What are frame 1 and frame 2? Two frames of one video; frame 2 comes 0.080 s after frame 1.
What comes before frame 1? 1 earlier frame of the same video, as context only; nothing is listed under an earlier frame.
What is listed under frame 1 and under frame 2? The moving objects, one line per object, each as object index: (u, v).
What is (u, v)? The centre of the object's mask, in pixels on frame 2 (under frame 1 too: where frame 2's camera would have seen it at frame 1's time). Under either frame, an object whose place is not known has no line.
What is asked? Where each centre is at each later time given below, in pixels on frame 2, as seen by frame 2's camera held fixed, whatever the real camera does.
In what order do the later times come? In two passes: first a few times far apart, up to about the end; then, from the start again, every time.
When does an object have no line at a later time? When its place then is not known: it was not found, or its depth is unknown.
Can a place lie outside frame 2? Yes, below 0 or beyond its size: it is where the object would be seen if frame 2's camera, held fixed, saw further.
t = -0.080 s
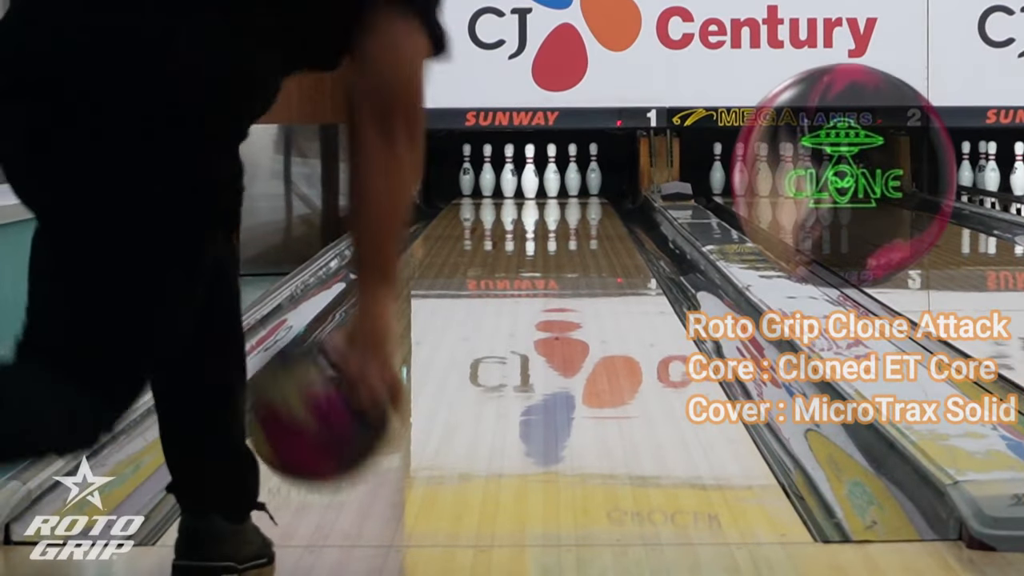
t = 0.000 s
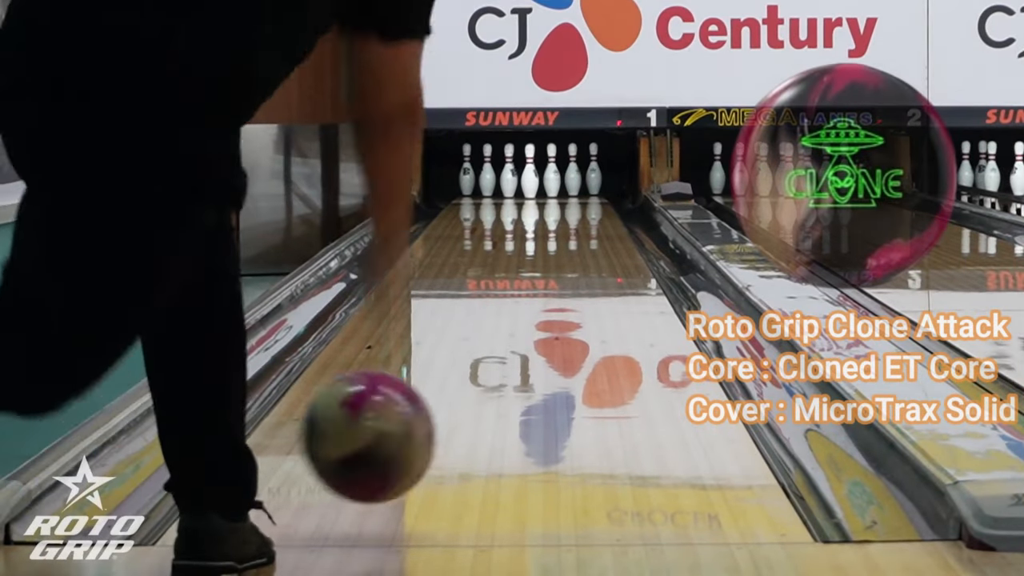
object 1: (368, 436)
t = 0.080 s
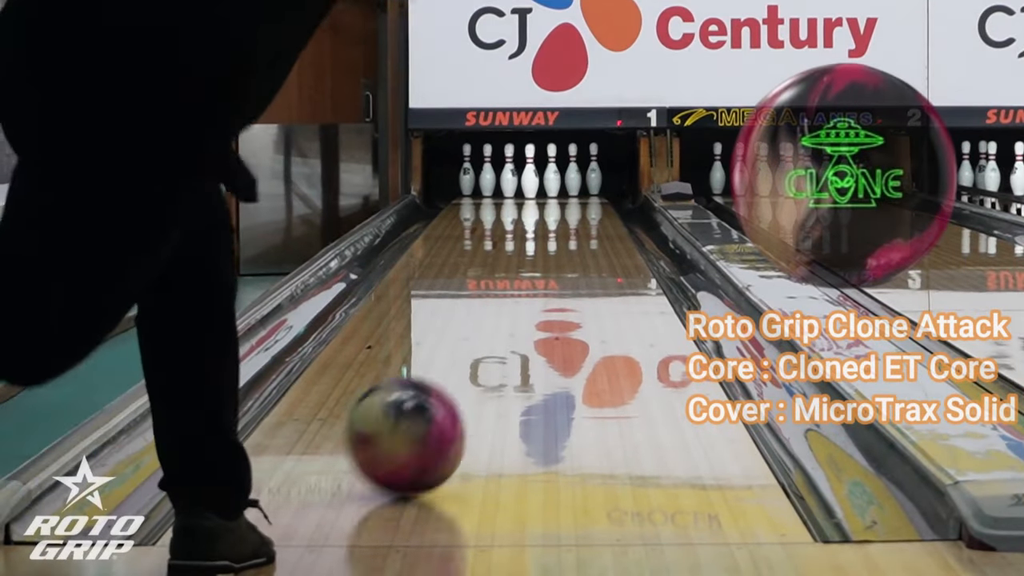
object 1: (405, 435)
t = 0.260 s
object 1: (466, 374)
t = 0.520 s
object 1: (520, 316)
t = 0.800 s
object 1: (557, 276)
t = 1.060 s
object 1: (580, 249)
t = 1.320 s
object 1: (594, 229)
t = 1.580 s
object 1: (602, 216)
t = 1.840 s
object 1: (602, 204)
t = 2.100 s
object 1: (591, 195)
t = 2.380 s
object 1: (564, 188)
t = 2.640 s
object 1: (543, 183)
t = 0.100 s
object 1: (413, 426)
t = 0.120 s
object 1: (421, 420)
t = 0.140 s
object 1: (428, 412)
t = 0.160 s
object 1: (435, 405)
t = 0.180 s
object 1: (442, 398)
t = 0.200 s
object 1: (448, 392)
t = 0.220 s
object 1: (454, 386)
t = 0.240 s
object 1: (461, 380)
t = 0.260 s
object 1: (466, 374)
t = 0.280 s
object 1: (471, 368)
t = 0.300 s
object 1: (476, 363)
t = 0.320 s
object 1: (481, 358)
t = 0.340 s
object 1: (485, 353)
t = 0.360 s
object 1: (490, 348)
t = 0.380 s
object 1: (494, 344)
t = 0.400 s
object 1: (498, 339)
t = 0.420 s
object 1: (502, 335)
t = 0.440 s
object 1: (506, 331)
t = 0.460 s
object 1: (509, 327)
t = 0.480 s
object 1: (513, 323)
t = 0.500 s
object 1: (516, 319)
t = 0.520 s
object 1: (520, 316)
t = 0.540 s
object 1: (524, 312)
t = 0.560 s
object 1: (527, 308)
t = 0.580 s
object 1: (530, 305)
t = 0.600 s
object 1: (533, 302)
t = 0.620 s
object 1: (535, 299)
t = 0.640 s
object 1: (538, 296)
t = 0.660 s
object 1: (541, 294)
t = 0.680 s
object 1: (543, 291)
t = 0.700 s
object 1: (546, 288)
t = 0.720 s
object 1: (548, 286)
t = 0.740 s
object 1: (550, 283)
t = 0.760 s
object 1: (552, 281)
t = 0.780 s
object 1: (555, 278)
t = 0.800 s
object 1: (557, 276)
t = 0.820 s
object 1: (559, 273)
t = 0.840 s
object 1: (561, 271)
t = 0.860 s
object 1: (562, 269)
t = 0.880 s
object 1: (564, 266)
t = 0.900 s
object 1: (566, 265)
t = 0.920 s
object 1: (568, 263)
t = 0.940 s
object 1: (570, 261)
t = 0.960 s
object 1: (572, 258)
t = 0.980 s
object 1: (573, 256)
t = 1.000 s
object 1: (575, 255)
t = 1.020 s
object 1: (577, 253)
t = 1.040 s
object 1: (578, 251)
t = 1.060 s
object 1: (580, 249)
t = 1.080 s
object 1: (581, 248)
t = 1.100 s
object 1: (582, 246)
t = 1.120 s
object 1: (584, 244)
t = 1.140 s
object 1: (585, 243)
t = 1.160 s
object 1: (586, 241)
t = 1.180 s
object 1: (587, 240)
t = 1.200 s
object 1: (589, 238)
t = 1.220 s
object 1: (590, 237)
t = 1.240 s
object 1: (590, 235)
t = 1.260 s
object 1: (591, 234)
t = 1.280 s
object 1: (593, 232)
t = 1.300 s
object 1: (593, 231)
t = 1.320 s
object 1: (594, 229)
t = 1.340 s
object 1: (595, 229)
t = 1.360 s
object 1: (596, 228)
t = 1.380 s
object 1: (596, 226)
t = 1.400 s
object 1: (597, 225)
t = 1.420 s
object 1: (599, 223)
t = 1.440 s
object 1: (599, 223)
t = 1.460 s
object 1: (600, 221)
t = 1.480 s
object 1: (600, 220)
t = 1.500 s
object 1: (600, 220)
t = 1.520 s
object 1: (601, 218)
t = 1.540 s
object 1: (602, 217)
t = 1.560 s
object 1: (602, 216)
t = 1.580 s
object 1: (602, 216)
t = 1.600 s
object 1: (603, 215)
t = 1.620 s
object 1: (603, 214)
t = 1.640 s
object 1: (603, 213)
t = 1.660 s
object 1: (603, 212)
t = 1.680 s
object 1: (603, 211)
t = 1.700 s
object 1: (603, 210)
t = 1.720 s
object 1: (603, 209)
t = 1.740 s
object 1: (603, 209)
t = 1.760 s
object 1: (603, 207)
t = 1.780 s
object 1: (603, 207)
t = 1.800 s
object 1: (603, 206)
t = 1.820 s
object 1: (603, 205)
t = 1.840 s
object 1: (602, 204)
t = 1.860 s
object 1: (601, 203)
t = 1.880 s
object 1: (601, 203)
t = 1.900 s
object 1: (601, 201)
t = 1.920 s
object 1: (600, 201)
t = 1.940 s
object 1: (599, 200)
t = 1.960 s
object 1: (599, 200)
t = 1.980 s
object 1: (598, 199)
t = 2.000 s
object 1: (597, 198)
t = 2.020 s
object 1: (596, 198)
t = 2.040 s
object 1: (595, 197)
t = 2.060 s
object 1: (594, 196)
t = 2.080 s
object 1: (593, 196)
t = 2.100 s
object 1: (591, 195)
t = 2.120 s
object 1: (590, 195)
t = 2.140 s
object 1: (588, 194)
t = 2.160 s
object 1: (587, 193)
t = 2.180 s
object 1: (585, 193)
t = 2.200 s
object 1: (582, 192)
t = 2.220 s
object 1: (581, 192)
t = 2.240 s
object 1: (579, 191)
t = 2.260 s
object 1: (577, 191)
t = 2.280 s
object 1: (576, 190)
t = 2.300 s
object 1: (573, 189)
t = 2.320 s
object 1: (570, 189)
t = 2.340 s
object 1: (569, 189)
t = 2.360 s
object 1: (567, 188)
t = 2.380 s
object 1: (564, 188)
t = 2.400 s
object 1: (562, 187)
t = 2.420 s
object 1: (559, 187)
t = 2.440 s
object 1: (557, 187)
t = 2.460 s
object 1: (555, 186)
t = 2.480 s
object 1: (554, 186)
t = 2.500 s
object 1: (552, 185)
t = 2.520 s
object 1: (550, 184)
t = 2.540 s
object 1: (546, 184)
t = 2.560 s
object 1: (545, 184)
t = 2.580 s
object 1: (545, 183)
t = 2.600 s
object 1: (544, 183)
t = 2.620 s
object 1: (544, 183)
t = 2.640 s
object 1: (543, 183)
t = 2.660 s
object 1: (542, 183)
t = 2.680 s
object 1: (541, 182)
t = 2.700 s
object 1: (541, 182)
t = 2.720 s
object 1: (541, 183)
